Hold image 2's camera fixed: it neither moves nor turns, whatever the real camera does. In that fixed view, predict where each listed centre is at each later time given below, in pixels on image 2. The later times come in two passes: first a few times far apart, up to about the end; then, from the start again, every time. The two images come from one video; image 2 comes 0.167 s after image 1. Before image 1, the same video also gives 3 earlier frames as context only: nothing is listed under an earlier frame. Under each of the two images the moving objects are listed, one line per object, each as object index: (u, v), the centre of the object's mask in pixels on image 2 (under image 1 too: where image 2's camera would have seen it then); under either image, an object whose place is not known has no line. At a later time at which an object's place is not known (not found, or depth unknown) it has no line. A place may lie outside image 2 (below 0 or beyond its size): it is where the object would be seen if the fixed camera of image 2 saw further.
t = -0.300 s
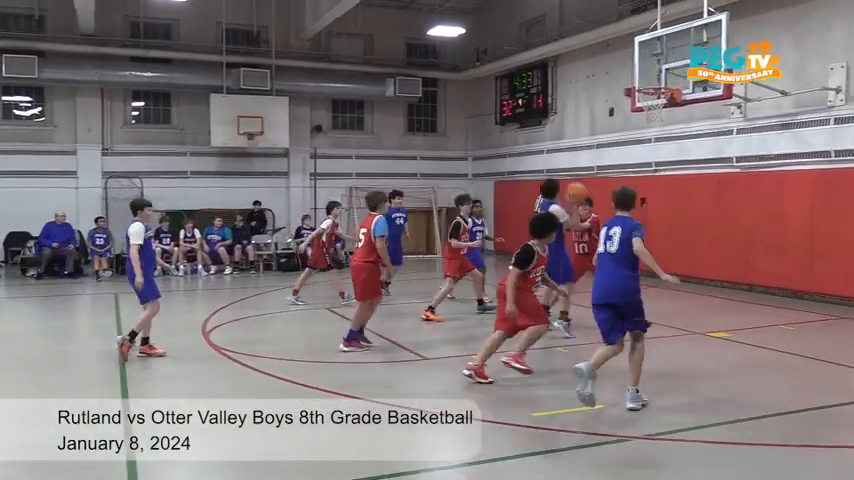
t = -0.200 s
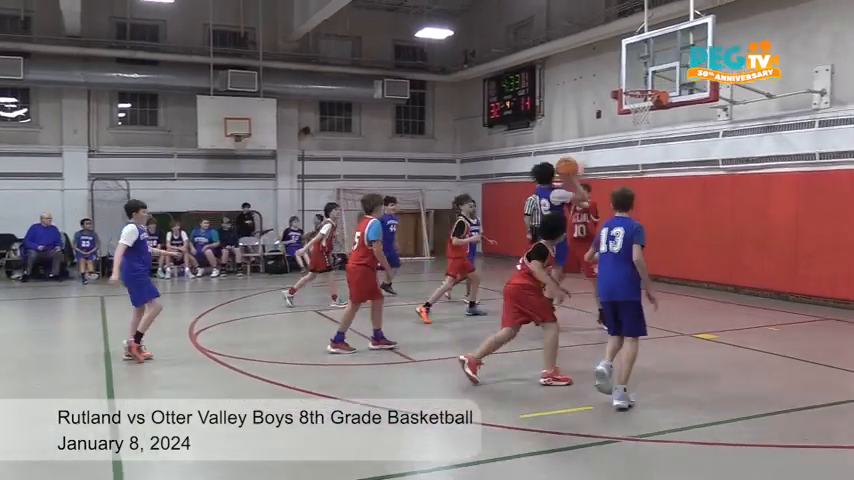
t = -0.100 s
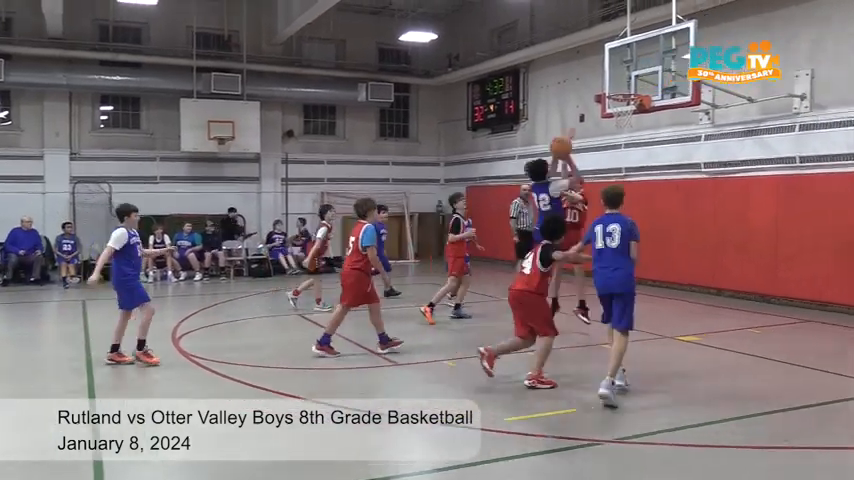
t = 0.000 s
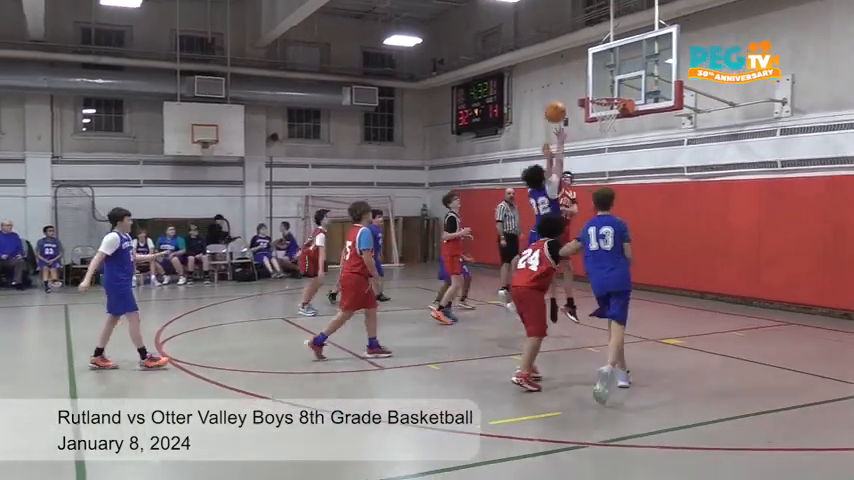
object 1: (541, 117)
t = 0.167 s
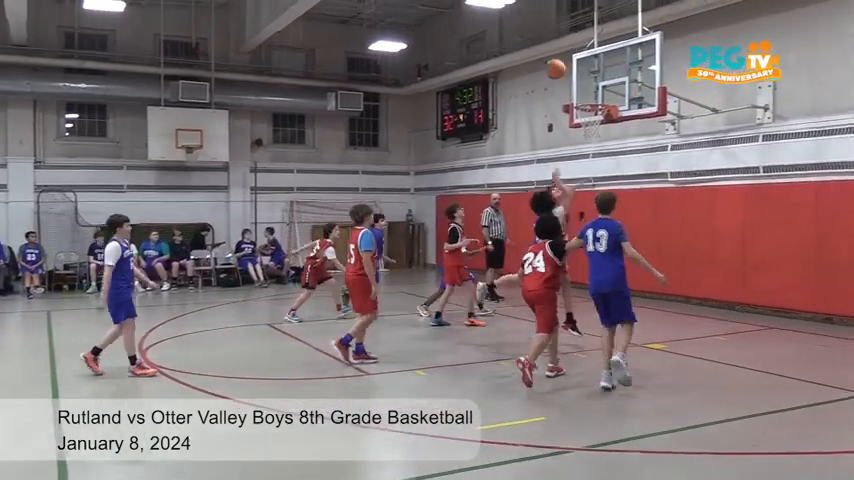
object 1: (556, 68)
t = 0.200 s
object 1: (558, 62)
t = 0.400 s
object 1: (573, 44)
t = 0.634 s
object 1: (589, 63)
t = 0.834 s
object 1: (597, 99)
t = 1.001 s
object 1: (578, 89)
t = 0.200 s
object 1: (558, 62)
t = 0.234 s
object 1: (562, 54)
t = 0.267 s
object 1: (564, 50)
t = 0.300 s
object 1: (566, 49)
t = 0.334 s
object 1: (568, 46)
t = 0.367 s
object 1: (571, 45)
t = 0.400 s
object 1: (573, 44)
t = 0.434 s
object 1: (576, 44)
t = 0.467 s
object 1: (578, 46)
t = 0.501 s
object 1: (580, 47)
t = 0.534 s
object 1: (582, 50)
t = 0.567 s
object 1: (585, 53)
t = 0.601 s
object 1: (587, 57)
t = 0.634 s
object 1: (589, 63)
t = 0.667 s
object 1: (592, 67)
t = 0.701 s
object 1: (594, 74)
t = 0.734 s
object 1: (595, 81)
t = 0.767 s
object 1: (596, 88)
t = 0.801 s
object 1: (599, 96)
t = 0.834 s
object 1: (597, 99)
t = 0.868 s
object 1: (594, 97)
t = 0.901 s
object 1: (589, 93)
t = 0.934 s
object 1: (585, 91)
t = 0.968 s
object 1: (580, 90)
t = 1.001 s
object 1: (578, 89)
